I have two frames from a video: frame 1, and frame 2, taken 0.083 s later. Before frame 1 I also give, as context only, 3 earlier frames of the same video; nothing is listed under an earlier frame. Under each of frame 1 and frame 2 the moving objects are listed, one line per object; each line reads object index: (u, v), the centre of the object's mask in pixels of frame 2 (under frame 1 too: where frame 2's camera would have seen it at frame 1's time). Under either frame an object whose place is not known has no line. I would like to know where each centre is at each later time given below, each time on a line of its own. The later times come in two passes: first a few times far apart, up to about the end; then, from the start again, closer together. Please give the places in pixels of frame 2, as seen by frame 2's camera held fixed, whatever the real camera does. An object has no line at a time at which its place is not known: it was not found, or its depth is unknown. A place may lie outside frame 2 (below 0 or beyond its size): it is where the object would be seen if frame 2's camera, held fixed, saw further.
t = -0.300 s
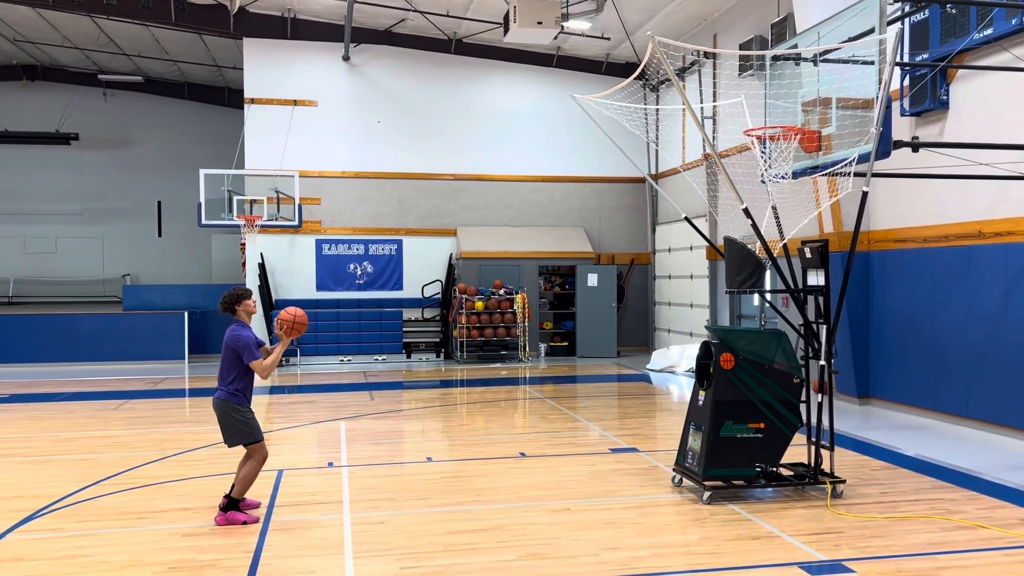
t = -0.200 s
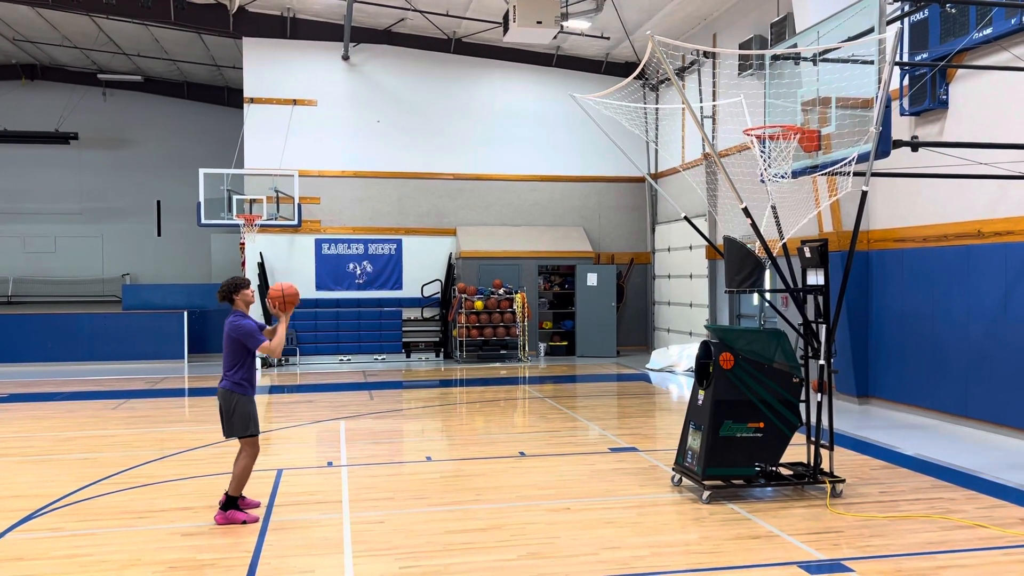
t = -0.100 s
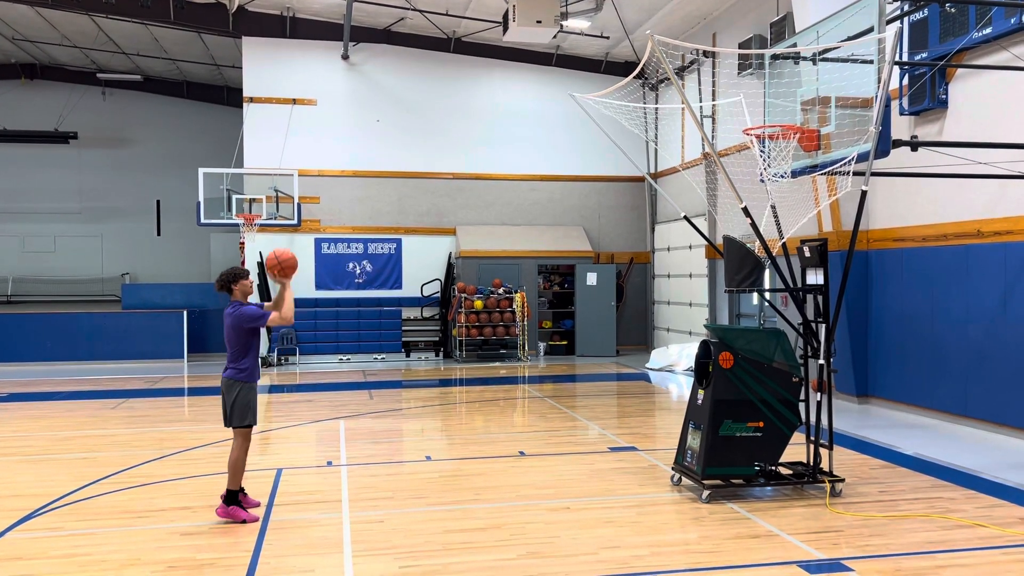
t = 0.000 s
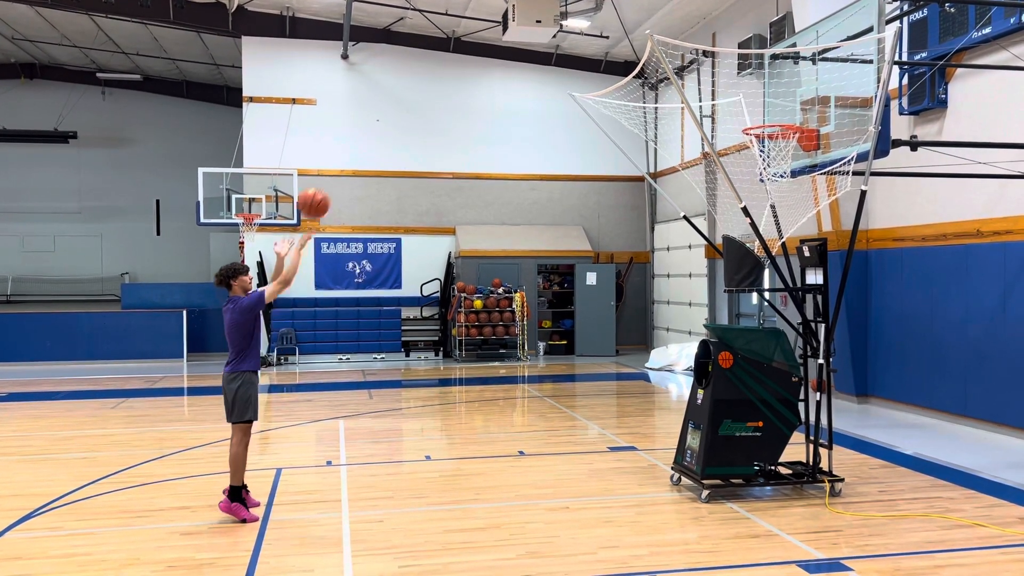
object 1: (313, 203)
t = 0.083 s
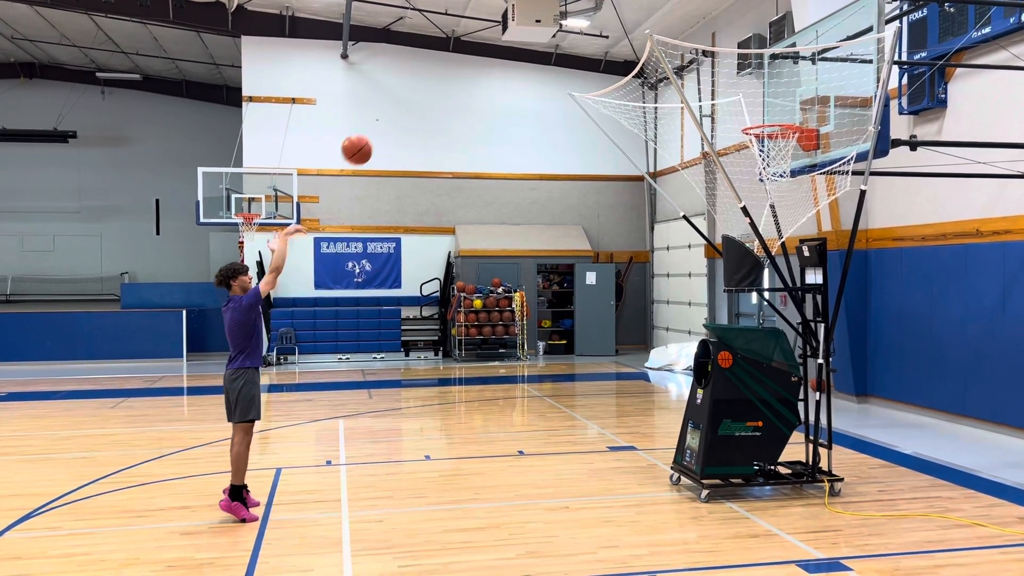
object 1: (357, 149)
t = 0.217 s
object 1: (426, 84)
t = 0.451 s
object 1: (540, 23)
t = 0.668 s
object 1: (644, 25)
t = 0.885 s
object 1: (743, 84)
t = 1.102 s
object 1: (763, 156)
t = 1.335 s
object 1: (745, 157)
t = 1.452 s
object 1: (744, 174)
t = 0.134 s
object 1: (383, 122)
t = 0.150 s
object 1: (391, 113)
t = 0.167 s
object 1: (400, 106)
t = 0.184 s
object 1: (408, 98)
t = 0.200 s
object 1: (417, 91)
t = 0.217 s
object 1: (426, 84)
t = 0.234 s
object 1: (434, 77)
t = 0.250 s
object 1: (442, 71)
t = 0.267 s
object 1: (451, 65)
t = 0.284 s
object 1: (459, 59)
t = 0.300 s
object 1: (468, 54)
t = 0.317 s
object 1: (475, 50)
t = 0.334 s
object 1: (484, 45)
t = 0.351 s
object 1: (492, 41)
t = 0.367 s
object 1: (501, 37)
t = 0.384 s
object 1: (509, 34)
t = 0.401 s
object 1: (517, 30)
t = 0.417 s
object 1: (525, 28)
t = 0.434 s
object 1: (533, 25)
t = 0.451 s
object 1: (540, 23)
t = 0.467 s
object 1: (549, 21)
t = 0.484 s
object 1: (556, 20)
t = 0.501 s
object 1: (565, 18)
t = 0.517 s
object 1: (573, 17)
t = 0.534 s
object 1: (581, 17)
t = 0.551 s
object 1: (590, 17)
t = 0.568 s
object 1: (597, 17)
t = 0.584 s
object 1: (605, 18)
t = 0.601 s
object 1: (613, 19)
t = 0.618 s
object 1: (621, 20)
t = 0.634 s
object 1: (629, 22)
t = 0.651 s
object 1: (637, 24)
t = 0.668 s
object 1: (644, 25)
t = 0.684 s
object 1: (652, 26)
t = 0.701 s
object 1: (661, 27)
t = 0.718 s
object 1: (668, 34)
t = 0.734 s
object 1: (675, 37)
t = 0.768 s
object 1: (690, 46)
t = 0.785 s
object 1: (697, 50)
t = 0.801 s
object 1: (705, 55)
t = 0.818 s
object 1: (712, 62)
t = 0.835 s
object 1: (720, 66)
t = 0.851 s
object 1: (727, 72)
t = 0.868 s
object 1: (735, 77)
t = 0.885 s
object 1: (743, 84)
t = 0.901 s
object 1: (750, 90)
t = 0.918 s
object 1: (757, 97)
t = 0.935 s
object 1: (764, 104)
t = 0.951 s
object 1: (772, 111)
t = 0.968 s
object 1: (779, 117)
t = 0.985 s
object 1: (784, 123)
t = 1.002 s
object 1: (781, 131)
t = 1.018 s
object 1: (778, 137)
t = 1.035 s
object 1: (776, 141)
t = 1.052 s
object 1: (772, 149)
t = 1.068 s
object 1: (771, 152)
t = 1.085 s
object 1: (768, 154)
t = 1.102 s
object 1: (763, 156)
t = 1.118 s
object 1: (762, 155)
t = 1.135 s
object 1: (758, 155)
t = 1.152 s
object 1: (755, 154)
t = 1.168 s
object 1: (754, 153)
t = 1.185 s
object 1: (753, 152)
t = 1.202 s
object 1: (750, 153)
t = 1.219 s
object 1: (750, 152)
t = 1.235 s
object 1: (749, 153)
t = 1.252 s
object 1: (748, 153)
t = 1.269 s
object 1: (748, 153)
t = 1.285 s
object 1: (748, 152)
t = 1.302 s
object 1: (747, 154)
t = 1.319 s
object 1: (746, 155)
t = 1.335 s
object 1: (745, 157)
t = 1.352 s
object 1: (744, 158)
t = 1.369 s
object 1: (745, 159)
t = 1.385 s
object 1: (744, 161)
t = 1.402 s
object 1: (744, 164)
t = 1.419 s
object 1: (744, 168)
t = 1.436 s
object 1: (743, 172)
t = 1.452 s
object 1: (744, 174)
